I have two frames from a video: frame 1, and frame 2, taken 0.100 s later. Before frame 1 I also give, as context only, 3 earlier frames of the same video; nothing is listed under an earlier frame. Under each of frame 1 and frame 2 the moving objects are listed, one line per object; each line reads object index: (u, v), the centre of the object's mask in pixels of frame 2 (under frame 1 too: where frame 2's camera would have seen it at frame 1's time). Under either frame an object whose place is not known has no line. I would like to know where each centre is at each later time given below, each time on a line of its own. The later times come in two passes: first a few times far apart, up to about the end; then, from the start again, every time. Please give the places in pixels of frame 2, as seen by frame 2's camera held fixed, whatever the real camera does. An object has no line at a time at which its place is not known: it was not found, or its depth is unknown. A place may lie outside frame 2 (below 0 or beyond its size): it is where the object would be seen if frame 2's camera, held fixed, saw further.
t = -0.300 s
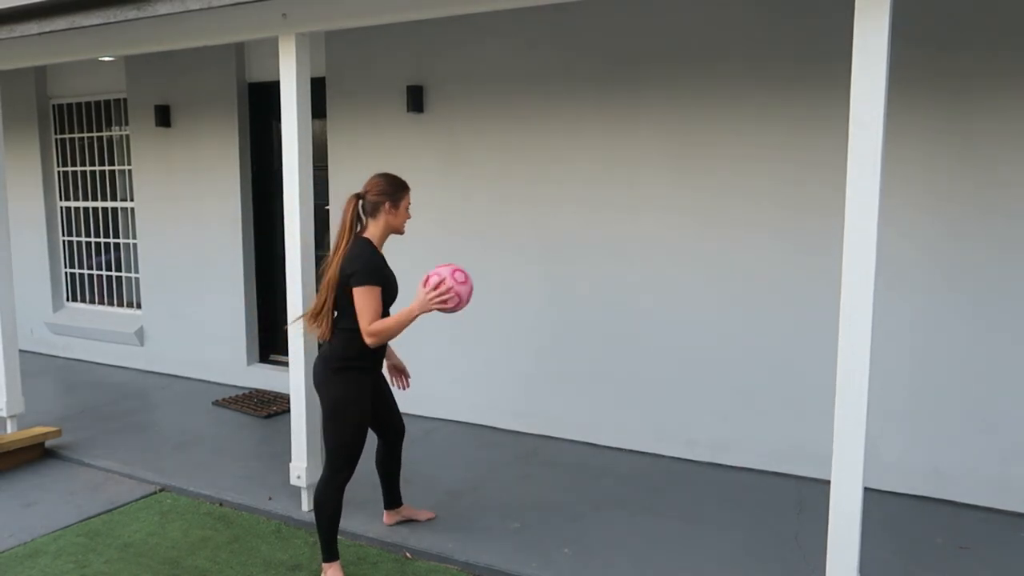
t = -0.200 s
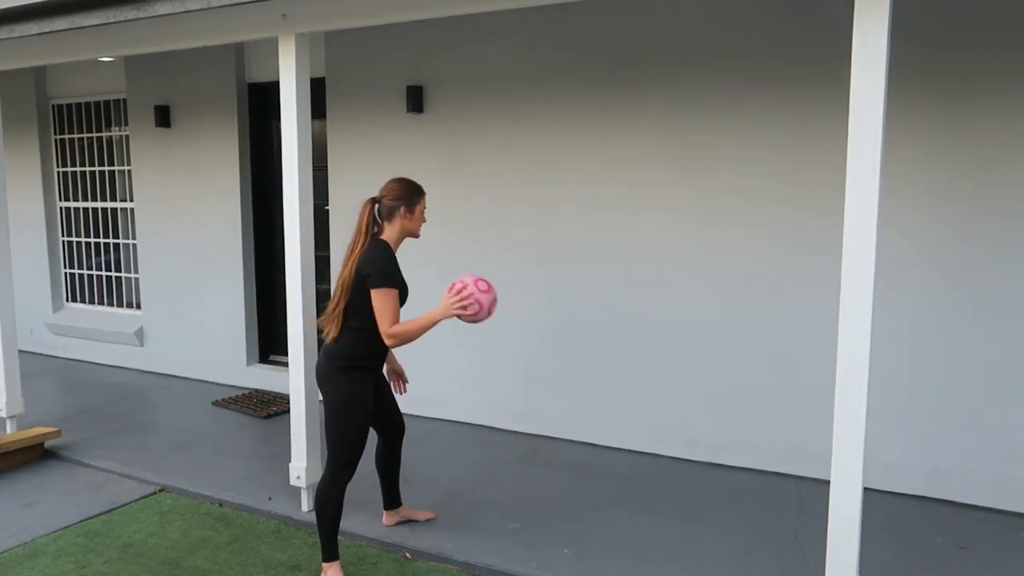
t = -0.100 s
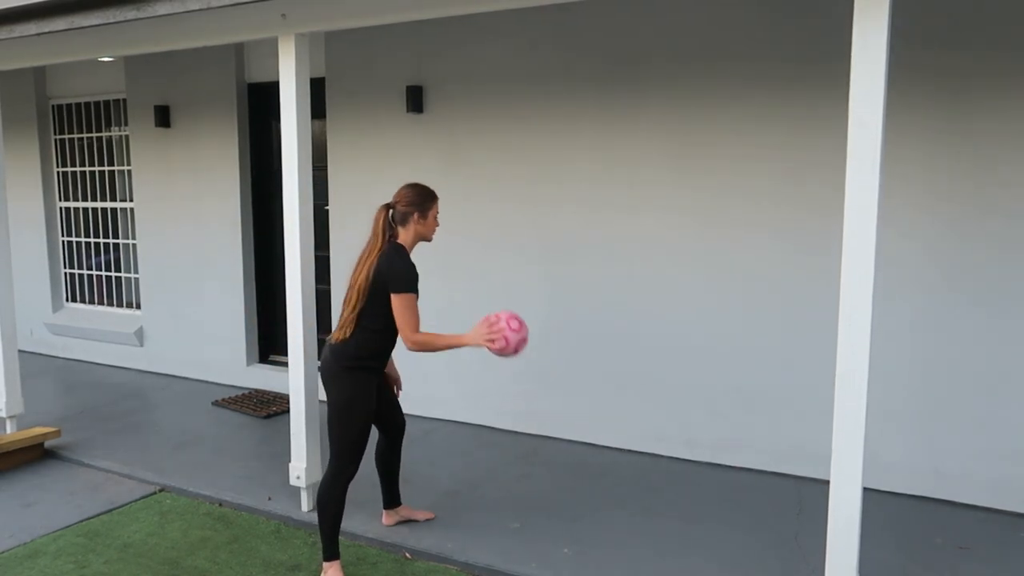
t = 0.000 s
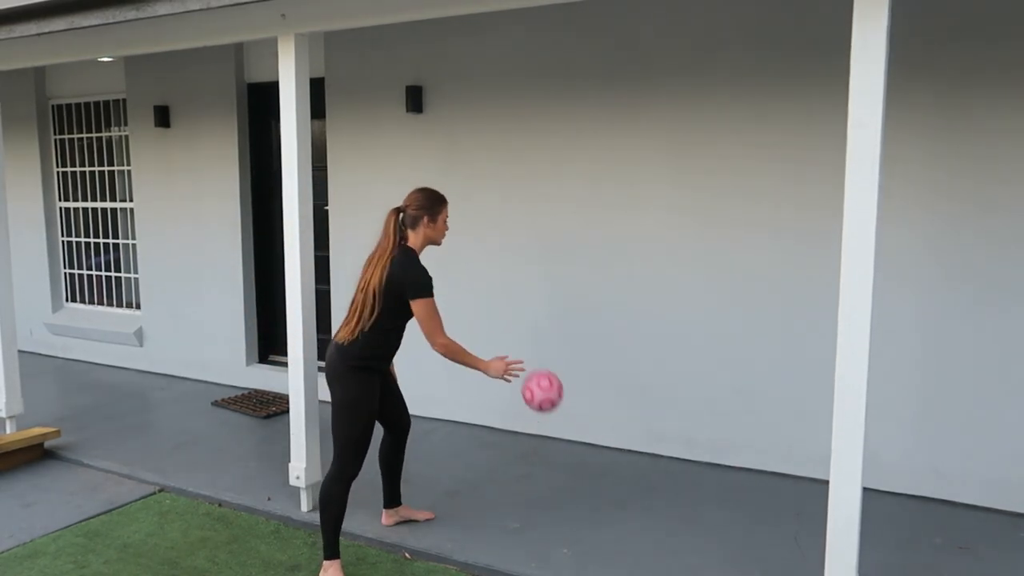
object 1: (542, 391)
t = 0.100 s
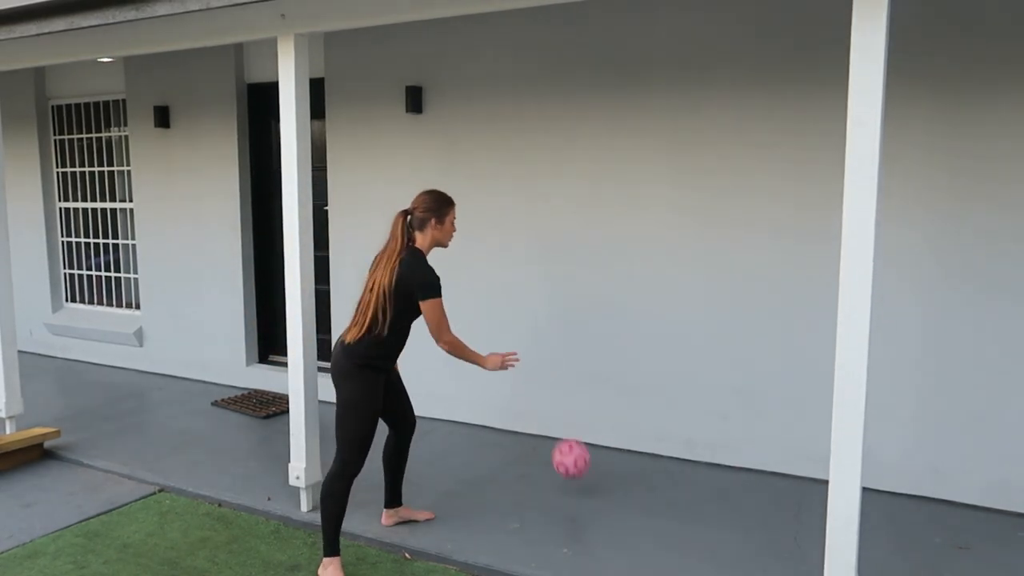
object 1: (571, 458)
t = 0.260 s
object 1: (595, 380)
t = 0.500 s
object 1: (611, 292)
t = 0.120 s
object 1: (576, 473)
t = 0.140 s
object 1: (580, 471)
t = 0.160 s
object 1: (582, 454)
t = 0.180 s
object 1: (585, 438)
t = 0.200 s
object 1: (588, 421)
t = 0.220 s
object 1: (590, 407)
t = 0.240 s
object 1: (593, 393)
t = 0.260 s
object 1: (595, 380)
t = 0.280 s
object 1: (597, 368)
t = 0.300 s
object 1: (600, 358)
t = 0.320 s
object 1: (602, 347)
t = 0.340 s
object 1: (604, 338)
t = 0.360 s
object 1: (607, 330)
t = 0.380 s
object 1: (609, 323)
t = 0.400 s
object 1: (611, 316)
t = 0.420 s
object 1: (613, 310)
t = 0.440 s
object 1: (615, 305)
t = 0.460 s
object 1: (615, 300)
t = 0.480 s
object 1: (613, 295)
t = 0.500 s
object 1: (611, 292)
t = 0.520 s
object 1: (609, 290)
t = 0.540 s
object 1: (607, 287)
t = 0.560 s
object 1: (604, 286)
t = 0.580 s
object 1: (602, 285)
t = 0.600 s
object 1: (600, 286)
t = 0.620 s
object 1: (598, 286)
